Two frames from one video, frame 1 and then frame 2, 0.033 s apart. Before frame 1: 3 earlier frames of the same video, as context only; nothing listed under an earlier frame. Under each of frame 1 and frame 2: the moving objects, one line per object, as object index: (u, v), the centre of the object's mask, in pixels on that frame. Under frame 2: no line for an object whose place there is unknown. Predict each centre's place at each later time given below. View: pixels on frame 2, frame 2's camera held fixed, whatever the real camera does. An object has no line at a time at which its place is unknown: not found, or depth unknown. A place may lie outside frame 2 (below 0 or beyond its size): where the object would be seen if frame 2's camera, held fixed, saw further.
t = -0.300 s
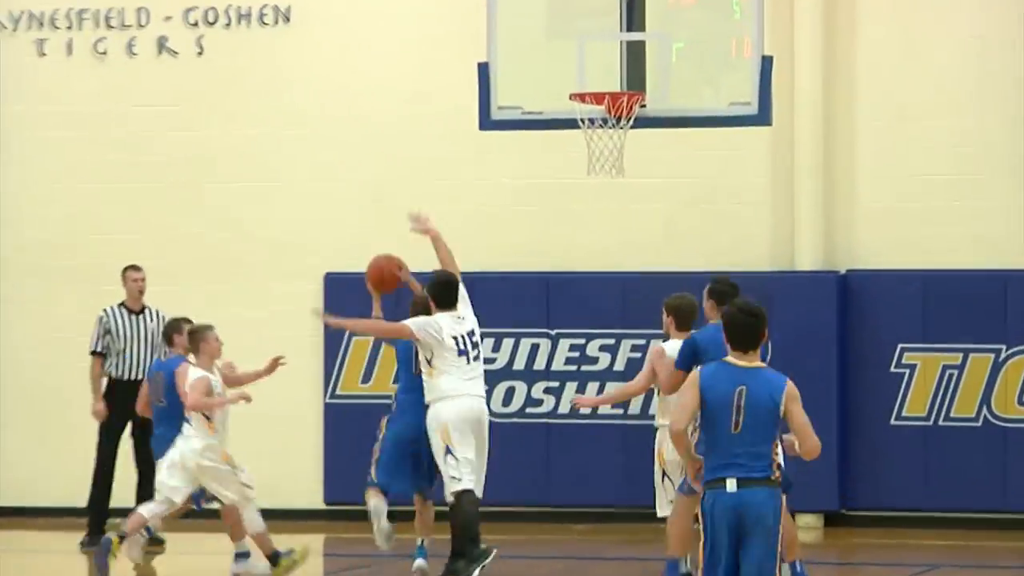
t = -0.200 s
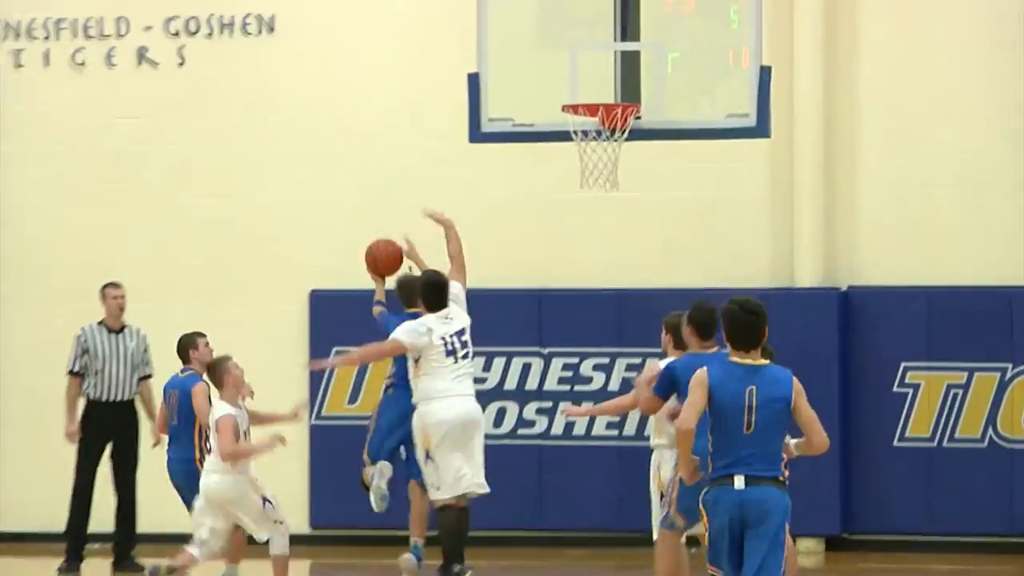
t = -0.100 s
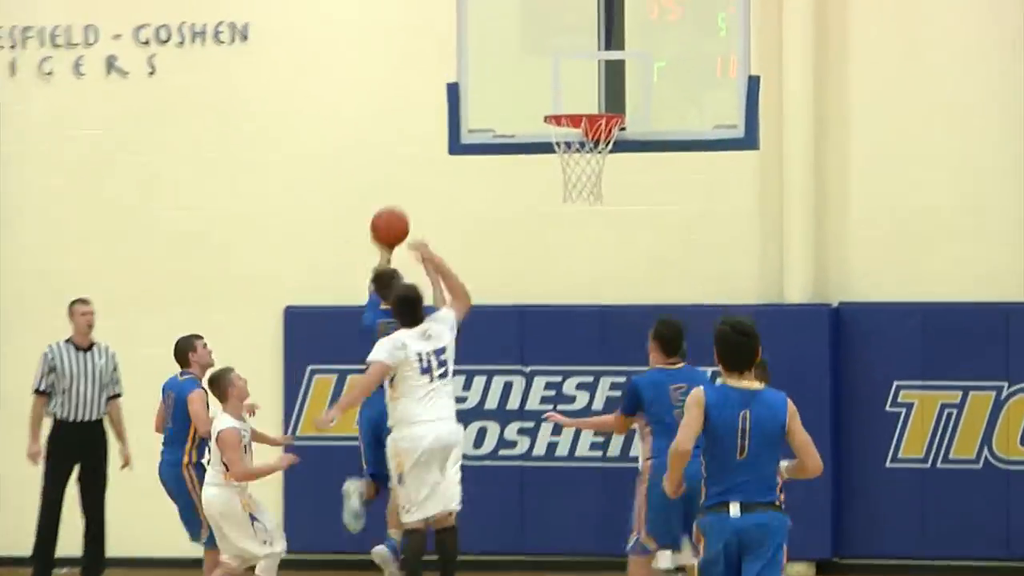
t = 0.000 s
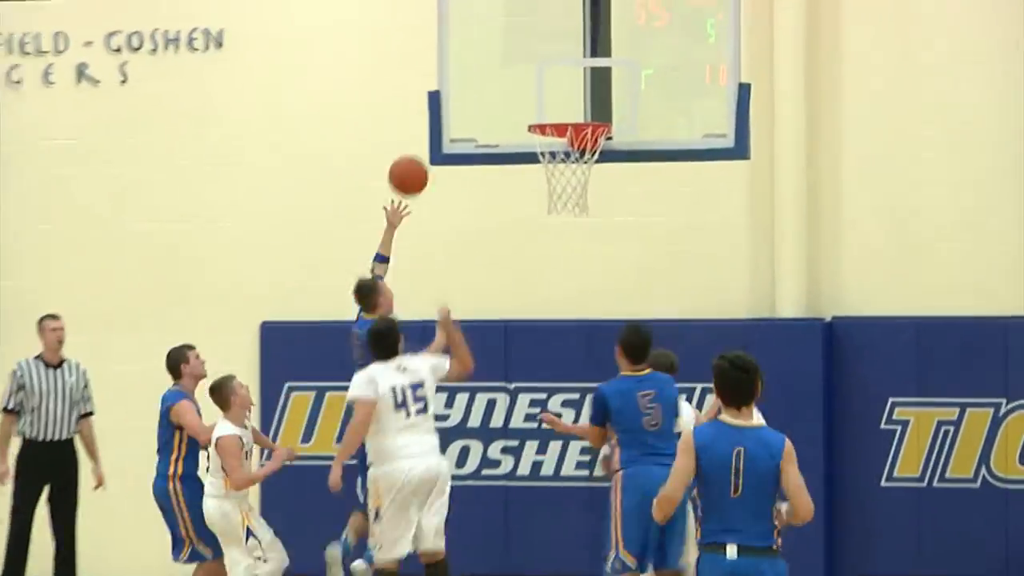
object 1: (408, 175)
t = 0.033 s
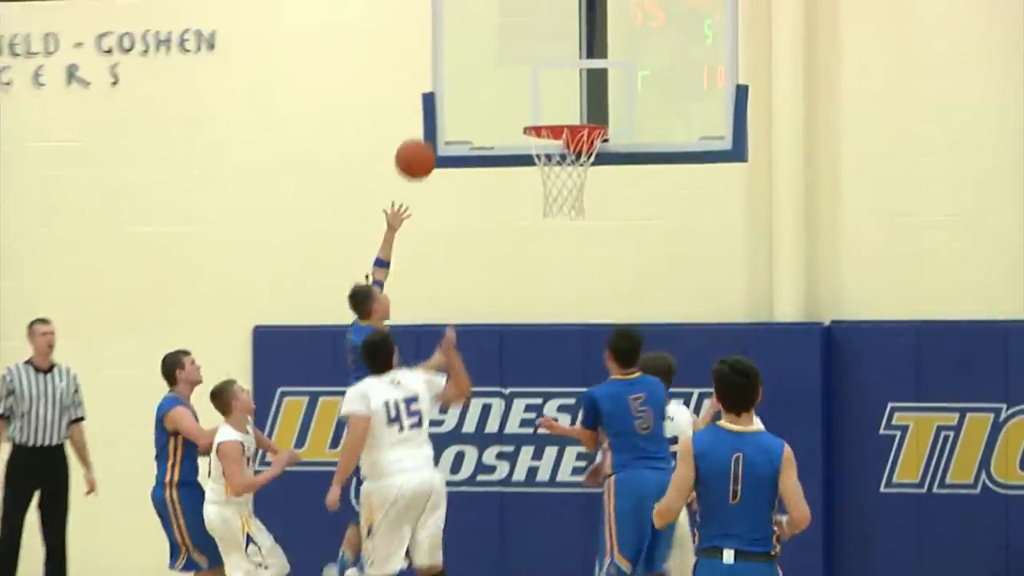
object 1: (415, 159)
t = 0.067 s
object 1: (429, 142)
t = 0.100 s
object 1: (442, 126)
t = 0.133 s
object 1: (455, 112)
